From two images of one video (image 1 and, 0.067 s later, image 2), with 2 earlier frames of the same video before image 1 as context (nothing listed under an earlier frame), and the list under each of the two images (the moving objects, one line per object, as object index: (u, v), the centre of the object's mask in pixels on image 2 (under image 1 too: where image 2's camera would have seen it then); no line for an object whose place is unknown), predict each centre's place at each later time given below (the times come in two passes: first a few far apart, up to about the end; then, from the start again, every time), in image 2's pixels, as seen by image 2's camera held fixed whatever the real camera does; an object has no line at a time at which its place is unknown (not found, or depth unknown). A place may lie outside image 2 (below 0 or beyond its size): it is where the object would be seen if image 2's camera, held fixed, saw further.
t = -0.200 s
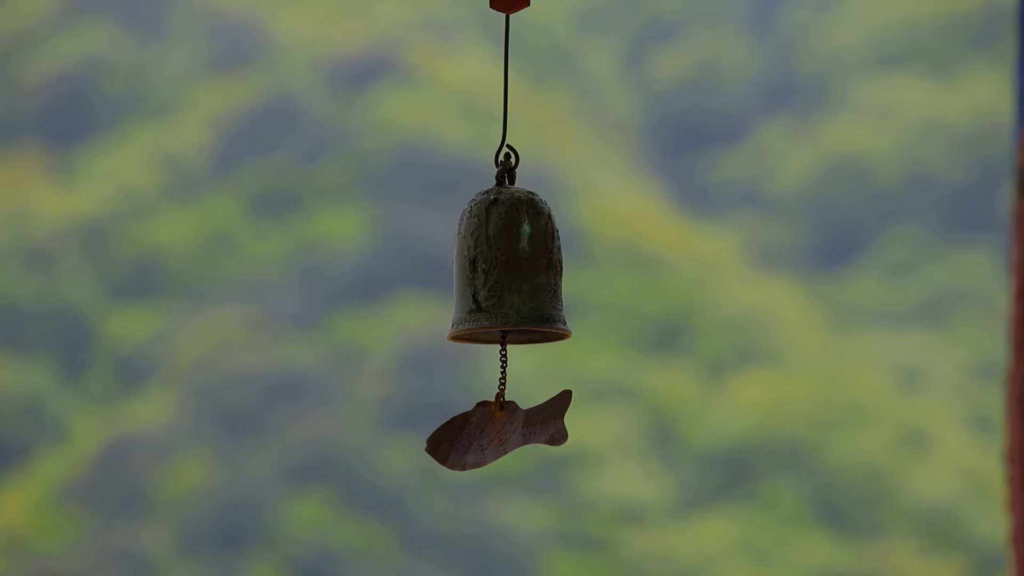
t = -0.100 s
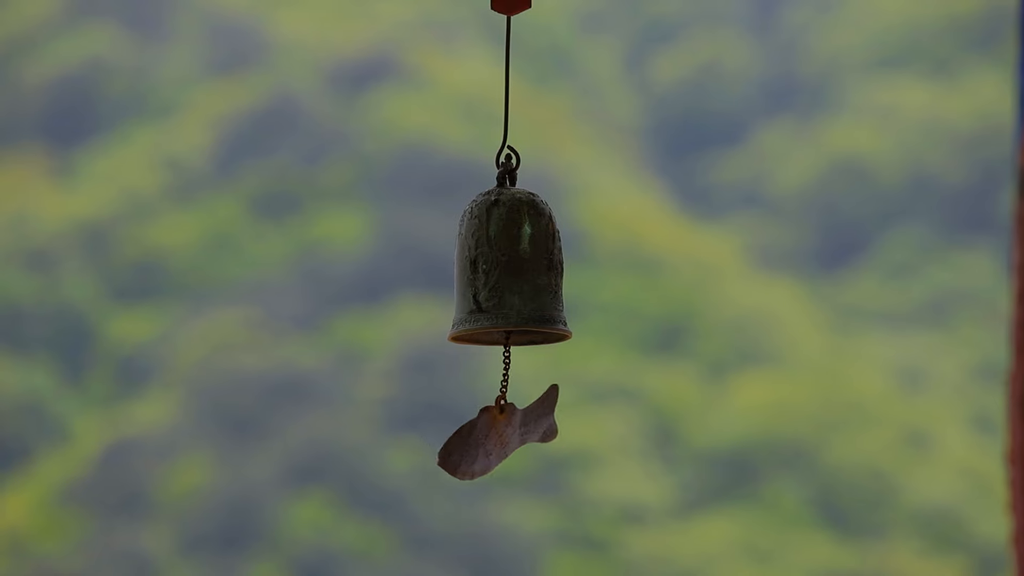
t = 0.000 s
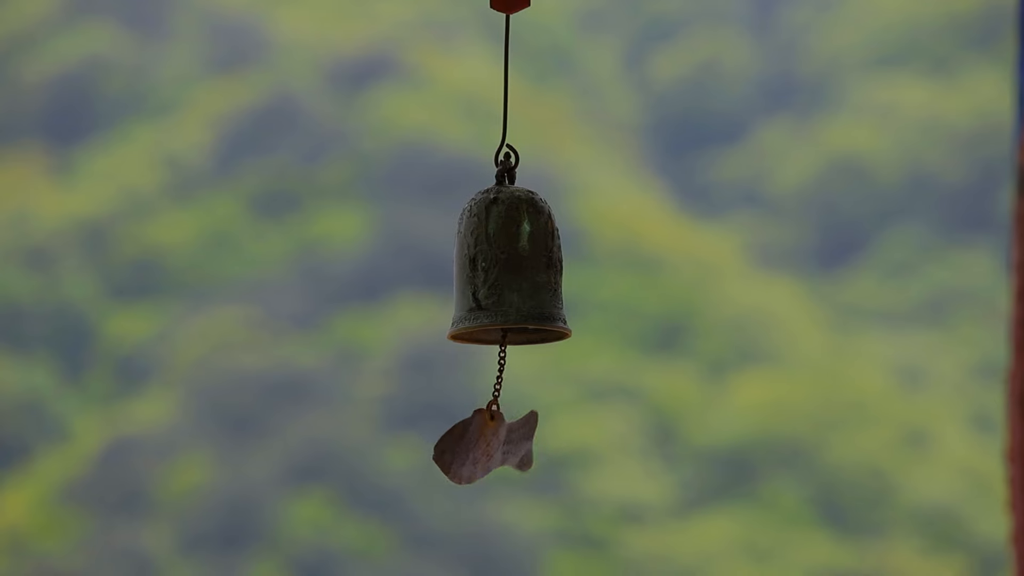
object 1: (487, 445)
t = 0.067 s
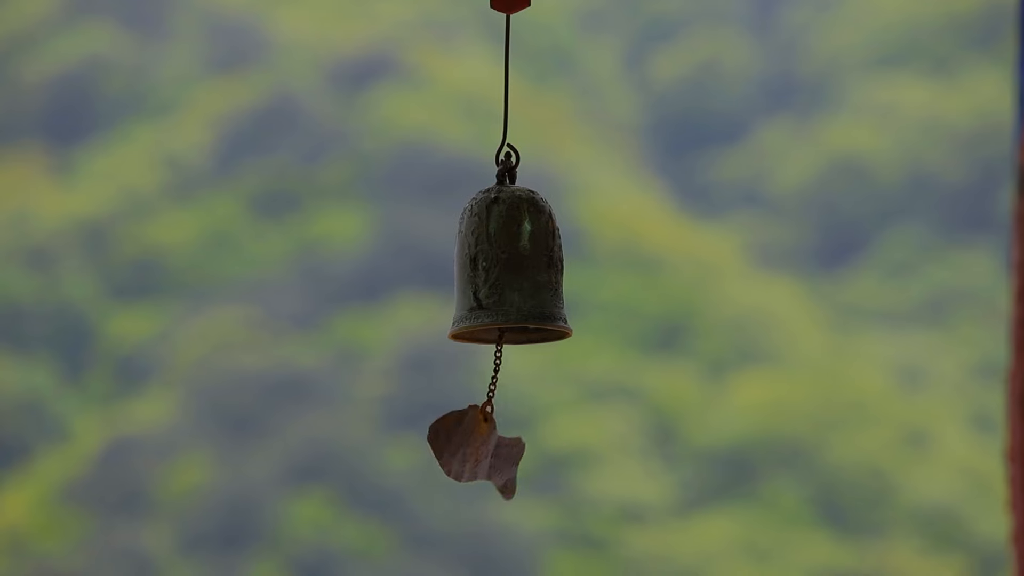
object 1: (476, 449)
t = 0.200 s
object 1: (461, 447)
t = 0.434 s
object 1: (495, 449)
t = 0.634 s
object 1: (521, 439)
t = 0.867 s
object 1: (463, 446)
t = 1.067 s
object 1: (450, 442)
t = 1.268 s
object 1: (509, 443)
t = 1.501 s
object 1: (510, 437)
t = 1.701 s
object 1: (462, 447)
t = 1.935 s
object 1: (465, 448)
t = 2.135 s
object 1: (508, 426)
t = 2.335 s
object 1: (477, 441)
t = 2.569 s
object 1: (438, 436)
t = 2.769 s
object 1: (515, 449)
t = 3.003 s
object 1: (551, 450)
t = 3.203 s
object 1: (453, 437)
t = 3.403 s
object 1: (437, 425)
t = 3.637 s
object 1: (503, 454)
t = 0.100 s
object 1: (470, 451)
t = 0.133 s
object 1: (466, 450)
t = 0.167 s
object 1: (463, 449)
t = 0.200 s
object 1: (461, 447)
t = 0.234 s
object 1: (460, 447)
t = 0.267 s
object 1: (461, 447)
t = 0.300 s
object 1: (465, 448)
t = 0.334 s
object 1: (470, 449)
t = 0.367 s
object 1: (478, 450)
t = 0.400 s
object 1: (486, 450)
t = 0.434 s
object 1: (495, 449)
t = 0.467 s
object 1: (502, 447)
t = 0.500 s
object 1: (510, 445)
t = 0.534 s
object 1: (516, 442)
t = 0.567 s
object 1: (521, 440)
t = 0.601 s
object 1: (522, 439)
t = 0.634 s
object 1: (521, 439)
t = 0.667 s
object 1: (516, 440)
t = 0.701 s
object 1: (509, 441)
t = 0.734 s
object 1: (500, 443)
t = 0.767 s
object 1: (490, 444)
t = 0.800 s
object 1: (481, 445)
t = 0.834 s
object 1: (471, 445)
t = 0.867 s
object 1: (463, 446)
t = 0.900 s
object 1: (456, 445)
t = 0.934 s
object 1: (451, 444)
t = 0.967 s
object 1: (447, 443)
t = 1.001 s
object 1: (446, 442)
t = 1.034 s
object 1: (446, 441)
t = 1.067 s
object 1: (450, 442)
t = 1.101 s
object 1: (455, 443)
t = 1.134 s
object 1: (463, 444)
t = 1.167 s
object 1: (474, 445)
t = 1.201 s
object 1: (486, 446)
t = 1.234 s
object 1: (498, 445)
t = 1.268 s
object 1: (509, 443)
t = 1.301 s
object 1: (519, 439)
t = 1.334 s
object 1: (526, 434)
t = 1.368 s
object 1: (529, 431)
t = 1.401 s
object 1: (528, 429)
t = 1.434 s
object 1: (525, 429)
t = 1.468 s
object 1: (518, 432)
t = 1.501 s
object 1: (510, 437)
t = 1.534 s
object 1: (500, 442)
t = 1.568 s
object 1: (490, 445)
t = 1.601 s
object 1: (481, 447)
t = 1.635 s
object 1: (473, 448)
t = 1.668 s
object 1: (467, 448)
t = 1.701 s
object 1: (462, 447)
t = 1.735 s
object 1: (458, 446)
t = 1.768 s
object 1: (455, 445)
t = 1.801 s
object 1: (455, 445)
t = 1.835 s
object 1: (455, 445)
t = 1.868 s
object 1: (457, 447)
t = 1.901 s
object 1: (460, 448)
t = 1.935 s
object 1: (465, 448)
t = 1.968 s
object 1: (472, 447)
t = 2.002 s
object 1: (480, 445)
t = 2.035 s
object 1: (488, 441)
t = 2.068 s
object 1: (495, 437)
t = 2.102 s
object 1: (503, 431)
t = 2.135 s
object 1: (508, 426)
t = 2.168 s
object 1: (510, 423)
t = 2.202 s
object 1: (509, 424)
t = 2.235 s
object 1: (504, 426)
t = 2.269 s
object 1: (497, 431)
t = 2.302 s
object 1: (487, 437)
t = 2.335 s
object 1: (477, 441)
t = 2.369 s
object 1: (466, 443)
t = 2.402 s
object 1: (456, 444)
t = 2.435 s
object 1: (448, 442)
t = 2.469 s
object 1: (442, 439)
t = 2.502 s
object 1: (438, 436)
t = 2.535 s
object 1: (436, 435)
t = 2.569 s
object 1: (438, 436)
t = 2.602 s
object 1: (442, 438)
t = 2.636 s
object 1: (450, 442)
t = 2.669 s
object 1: (463, 445)
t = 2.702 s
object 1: (479, 448)
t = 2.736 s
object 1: (497, 450)
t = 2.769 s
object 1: (515, 449)
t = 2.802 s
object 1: (532, 447)
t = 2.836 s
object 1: (545, 445)
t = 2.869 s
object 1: (554, 444)
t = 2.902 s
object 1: (560, 444)
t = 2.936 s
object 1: (561, 444)
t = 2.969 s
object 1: (558, 447)
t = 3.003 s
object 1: (551, 450)
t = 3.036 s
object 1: (541, 452)
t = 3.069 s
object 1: (528, 453)
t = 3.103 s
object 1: (510, 453)
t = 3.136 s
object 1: (491, 451)
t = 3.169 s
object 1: (470, 445)
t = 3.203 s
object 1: (453, 437)
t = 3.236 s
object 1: (438, 427)
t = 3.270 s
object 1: (429, 418)
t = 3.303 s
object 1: (423, 412)
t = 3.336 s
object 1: (425, 412)
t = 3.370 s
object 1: (428, 417)
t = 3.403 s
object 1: (437, 425)
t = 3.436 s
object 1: (444, 441)
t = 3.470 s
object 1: (459, 442)
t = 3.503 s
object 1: (473, 448)
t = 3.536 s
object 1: (486, 451)
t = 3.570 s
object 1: (494, 453)
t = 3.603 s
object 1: (500, 454)
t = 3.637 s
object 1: (503, 454)
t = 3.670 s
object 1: (502, 454)
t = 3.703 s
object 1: (499, 454)
